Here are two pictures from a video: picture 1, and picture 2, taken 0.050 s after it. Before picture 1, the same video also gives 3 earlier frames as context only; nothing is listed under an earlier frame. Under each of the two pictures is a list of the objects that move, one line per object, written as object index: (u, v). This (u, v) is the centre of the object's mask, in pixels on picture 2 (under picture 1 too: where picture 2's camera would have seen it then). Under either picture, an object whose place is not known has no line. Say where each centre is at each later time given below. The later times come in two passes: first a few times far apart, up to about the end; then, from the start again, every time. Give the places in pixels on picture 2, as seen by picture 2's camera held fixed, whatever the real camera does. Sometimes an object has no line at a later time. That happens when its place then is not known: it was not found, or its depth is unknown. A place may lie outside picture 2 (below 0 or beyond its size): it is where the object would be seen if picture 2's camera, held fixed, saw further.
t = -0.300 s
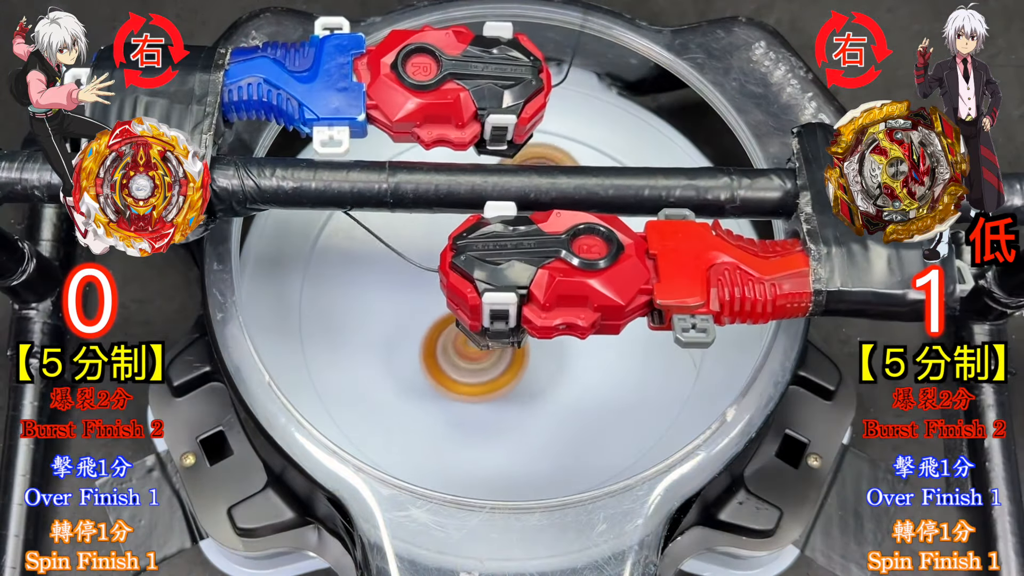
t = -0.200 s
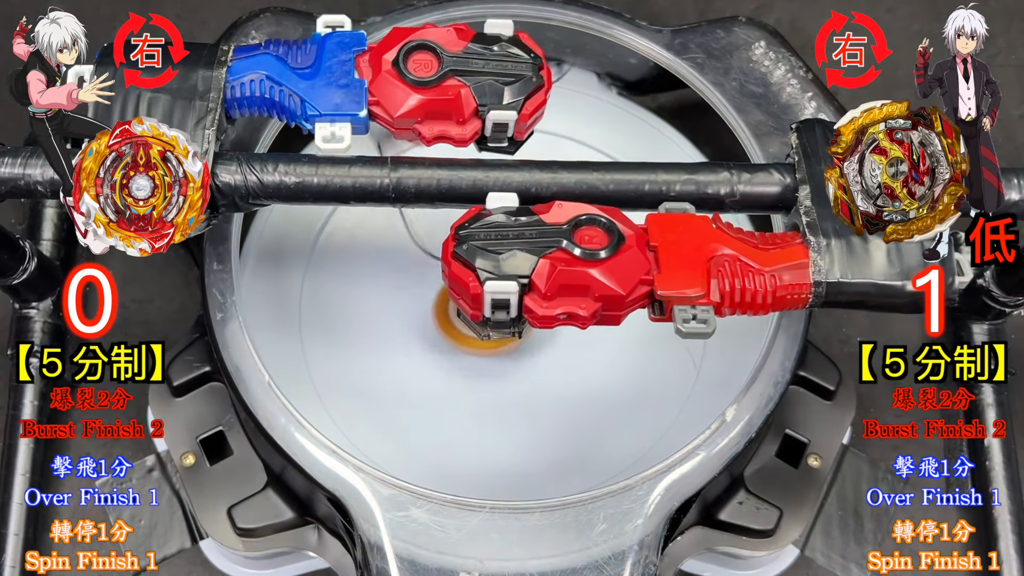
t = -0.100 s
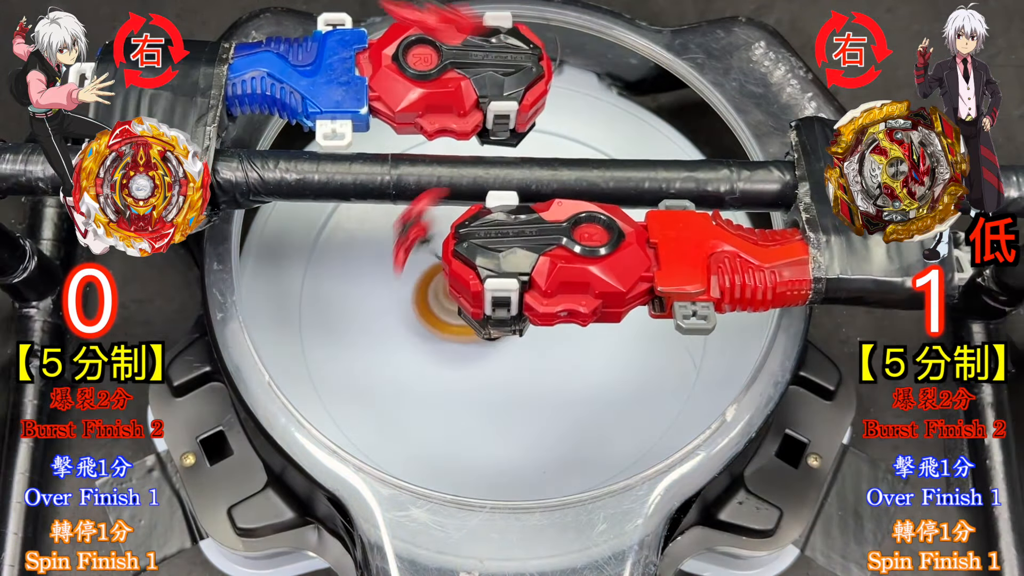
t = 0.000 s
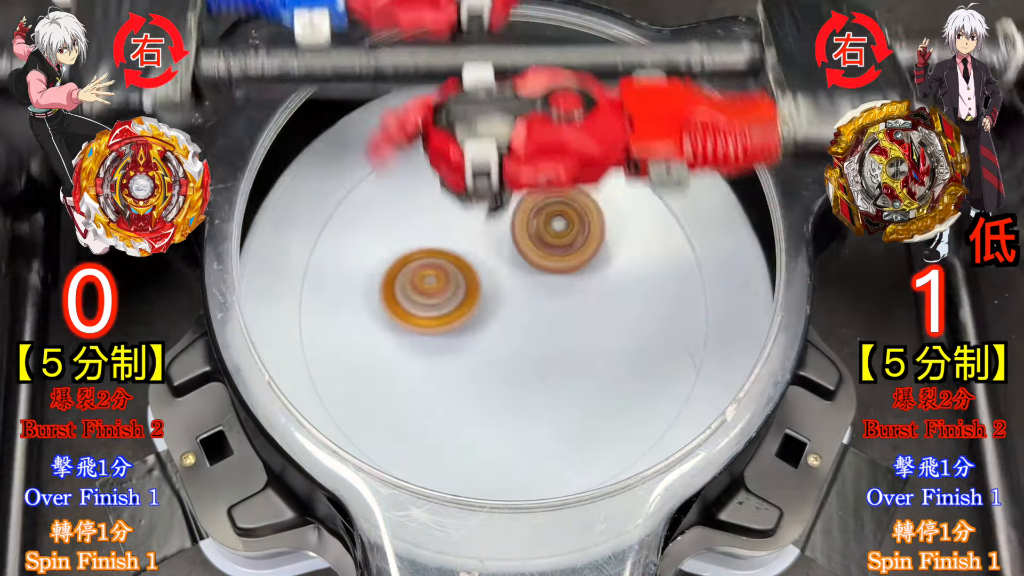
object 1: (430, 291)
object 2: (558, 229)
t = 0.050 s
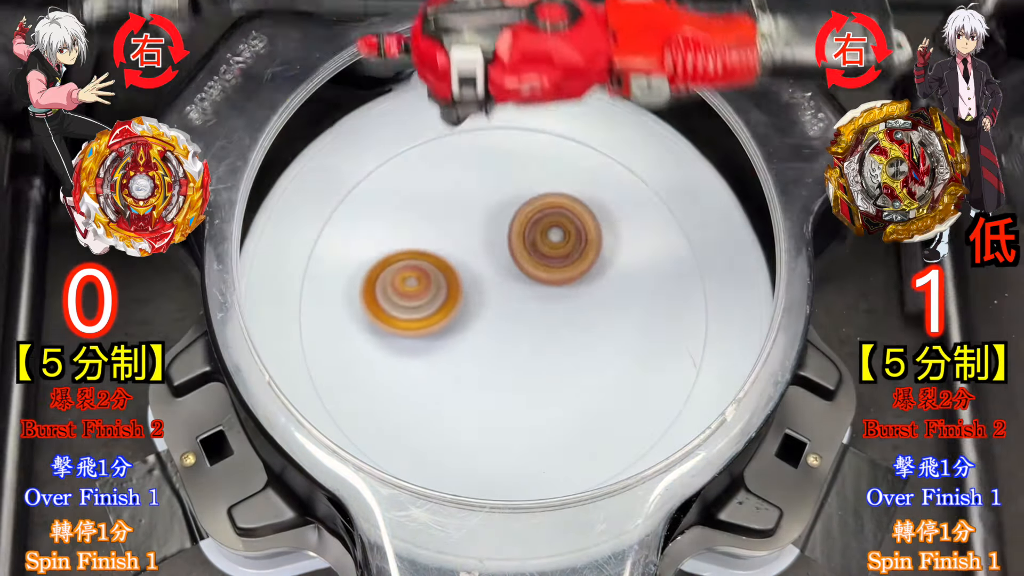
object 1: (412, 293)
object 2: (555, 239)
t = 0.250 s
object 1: (362, 343)
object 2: (544, 264)
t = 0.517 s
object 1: (440, 431)
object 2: (544, 264)
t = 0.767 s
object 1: (520, 346)
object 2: (552, 250)
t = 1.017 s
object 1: (421, 348)
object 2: (539, 129)
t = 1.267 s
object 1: (410, 371)
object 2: (432, 263)
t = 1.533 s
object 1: (481, 383)
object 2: (573, 321)
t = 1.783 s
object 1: (486, 263)
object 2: (638, 200)
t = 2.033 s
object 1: (375, 202)
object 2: (479, 181)
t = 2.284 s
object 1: (322, 336)
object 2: (483, 373)
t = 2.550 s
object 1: (507, 365)
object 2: (683, 363)
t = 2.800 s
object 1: (550, 166)
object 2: (654, 200)
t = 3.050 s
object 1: (350, 195)
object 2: (447, 228)
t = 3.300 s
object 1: (389, 397)
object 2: (470, 458)
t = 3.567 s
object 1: (628, 261)
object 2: (721, 301)
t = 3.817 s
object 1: (475, 132)
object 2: (625, 151)
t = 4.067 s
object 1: (304, 261)
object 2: (529, 238)
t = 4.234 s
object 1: (519, 347)
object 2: (629, 341)
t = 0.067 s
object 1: (405, 295)
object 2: (553, 242)
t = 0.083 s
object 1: (399, 297)
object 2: (553, 246)
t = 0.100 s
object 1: (393, 300)
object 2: (552, 249)
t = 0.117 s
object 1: (388, 303)
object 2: (551, 252)
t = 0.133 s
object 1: (383, 307)
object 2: (550, 254)
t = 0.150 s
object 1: (378, 311)
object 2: (550, 257)
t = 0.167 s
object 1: (374, 315)
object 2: (549, 259)
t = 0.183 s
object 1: (370, 320)
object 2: (548, 259)
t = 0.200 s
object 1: (367, 325)
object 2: (547, 261)
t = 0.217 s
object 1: (365, 330)
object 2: (546, 262)
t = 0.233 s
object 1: (363, 337)
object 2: (545, 263)
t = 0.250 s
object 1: (362, 343)
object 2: (544, 264)
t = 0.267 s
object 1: (361, 350)
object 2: (543, 265)
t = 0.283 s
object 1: (362, 357)
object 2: (543, 265)
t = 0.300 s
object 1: (363, 364)
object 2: (543, 265)
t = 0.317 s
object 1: (365, 371)
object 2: (542, 265)
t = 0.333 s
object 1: (367, 379)
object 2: (541, 266)
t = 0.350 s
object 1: (371, 386)
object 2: (541, 266)
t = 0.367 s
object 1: (375, 393)
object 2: (540, 266)
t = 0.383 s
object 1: (379, 400)
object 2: (539, 266)
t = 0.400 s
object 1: (385, 407)
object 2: (539, 266)
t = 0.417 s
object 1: (391, 413)
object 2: (539, 266)
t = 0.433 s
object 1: (398, 418)
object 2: (539, 266)
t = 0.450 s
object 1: (406, 422)
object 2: (540, 266)
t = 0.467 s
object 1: (415, 426)
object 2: (541, 265)
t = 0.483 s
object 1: (423, 428)
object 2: (541, 265)
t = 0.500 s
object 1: (431, 430)
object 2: (542, 265)
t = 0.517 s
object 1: (440, 431)
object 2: (544, 264)
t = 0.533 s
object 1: (449, 431)
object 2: (545, 263)
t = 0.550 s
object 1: (458, 430)
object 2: (546, 262)
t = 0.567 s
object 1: (467, 428)
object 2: (547, 261)
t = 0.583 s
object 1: (475, 425)
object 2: (548, 260)
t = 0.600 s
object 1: (482, 421)
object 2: (549, 259)
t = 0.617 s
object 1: (490, 416)
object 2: (550, 258)
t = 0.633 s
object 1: (497, 410)
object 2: (551, 256)
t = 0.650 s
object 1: (503, 404)
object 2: (552, 255)
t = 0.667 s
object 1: (508, 396)
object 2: (552, 253)
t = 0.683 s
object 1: (512, 389)
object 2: (552, 252)
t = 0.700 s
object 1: (515, 381)
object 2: (552, 251)
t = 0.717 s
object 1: (518, 373)
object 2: (553, 250)
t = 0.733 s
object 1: (519, 364)
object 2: (553, 250)
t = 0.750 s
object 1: (520, 355)
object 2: (552, 250)
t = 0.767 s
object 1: (520, 346)
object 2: (552, 250)
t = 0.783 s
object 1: (517, 339)
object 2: (553, 249)
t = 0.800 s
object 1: (507, 345)
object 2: (562, 233)
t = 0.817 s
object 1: (496, 349)
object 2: (570, 217)
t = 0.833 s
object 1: (486, 352)
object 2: (576, 203)
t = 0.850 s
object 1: (477, 354)
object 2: (580, 190)
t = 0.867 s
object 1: (469, 355)
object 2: (583, 178)
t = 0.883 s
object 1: (461, 355)
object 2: (583, 167)
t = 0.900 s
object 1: (454, 354)
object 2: (583, 157)
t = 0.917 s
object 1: (448, 354)
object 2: (581, 149)
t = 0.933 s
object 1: (442, 352)
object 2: (577, 143)
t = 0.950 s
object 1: (437, 352)
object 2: (572, 138)
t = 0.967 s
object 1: (433, 351)
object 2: (565, 133)
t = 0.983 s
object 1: (429, 350)
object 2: (558, 131)
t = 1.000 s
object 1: (425, 349)
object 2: (549, 129)
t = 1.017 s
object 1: (421, 348)
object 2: (539, 129)
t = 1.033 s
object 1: (419, 348)
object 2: (529, 131)
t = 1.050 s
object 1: (417, 347)
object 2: (518, 134)
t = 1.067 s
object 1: (415, 347)
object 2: (507, 140)
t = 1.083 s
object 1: (413, 347)
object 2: (496, 146)
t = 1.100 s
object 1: (412, 347)
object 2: (484, 154)
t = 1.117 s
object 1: (411, 348)
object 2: (474, 164)
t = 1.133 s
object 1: (411, 348)
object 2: (464, 174)
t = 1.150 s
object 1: (410, 348)
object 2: (455, 186)
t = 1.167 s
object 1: (410, 349)
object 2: (448, 198)
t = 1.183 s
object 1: (410, 349)
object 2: (440, 212)
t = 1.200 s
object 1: (410, 351)
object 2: (435, 226)
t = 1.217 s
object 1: (411, 352)
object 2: (430, 241)
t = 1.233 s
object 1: (412, 353)
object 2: (428, 256)
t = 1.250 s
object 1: (411, 361)
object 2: (429, 261)
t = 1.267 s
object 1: (410, 371)
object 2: (432, 263)
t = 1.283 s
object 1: (408, 381)
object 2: (436, 267)
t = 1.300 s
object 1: (409, 389)
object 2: (439, 270)
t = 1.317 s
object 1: (410, 395)
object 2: (444, 275)
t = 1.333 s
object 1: (412, 400)
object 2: (448, 279)
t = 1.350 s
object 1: (414, 404)
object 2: (455, 285)
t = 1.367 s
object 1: (418, 406)
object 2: (462, 290)
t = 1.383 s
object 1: (424, 408)
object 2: (471, 297)
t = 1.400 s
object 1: (429, 409)
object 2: (481, 302)
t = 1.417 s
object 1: (435, 409)
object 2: (491, 308)
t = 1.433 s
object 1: (442, 408)
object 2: (502, 312)
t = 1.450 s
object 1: (449, 406)
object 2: (513, 316)
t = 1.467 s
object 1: (455, 403)
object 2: (525, 319)
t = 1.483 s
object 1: (462, 399)
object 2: (537, 322)
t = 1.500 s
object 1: (469, 394)
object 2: (550, 322)
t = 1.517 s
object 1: (476, 389)
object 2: (561, 322)
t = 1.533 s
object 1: (481, 383)
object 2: (573, 321)
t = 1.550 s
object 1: (487, 376)
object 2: (584, 318)
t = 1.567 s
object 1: (491, 369)
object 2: (595, 315)
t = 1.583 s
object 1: (495, 362)
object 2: (604, 309)
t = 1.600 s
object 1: (499, 355)
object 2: (613, 303)
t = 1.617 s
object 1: (500, 347)
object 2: (622, 296)
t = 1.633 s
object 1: (502, 339)
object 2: (629, 289)
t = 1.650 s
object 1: (503, 330)
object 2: (635, 279)
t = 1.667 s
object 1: (503, 323)
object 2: (639, 271)
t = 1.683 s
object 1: (503, 315)
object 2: (643, 261)
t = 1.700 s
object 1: (502, 307)
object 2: (645, 251)
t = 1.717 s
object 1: (500, 298)
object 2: (647, 240)
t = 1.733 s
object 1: (498, 290)
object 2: (646, 231)
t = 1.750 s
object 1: (495, 281)
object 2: (645, 220)
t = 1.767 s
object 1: (490, 272)
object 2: (642, 211)
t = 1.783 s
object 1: (486, 263)
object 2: (638, 200)
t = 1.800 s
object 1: (481, 255)
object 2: (632, 192)
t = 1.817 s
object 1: (476, 247)
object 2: (626, 183)
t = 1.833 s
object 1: (469, 239)
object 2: (618, 176)
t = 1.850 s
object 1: (463, 232)
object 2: (609, 169)
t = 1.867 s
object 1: (455, 226)
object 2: (599, 163)
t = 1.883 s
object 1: (448, 220)
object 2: (588, 158)
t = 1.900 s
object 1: (440, 214)
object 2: (577, 155)
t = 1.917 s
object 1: (432, 209)
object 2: (564, 153)
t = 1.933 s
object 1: (425, 206)
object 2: (552, 153)
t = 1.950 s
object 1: (416, 203)
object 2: (538, 153)
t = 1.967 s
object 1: (408, 201)
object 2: (526, 156)
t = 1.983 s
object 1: (400, 200)
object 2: (512, 160)
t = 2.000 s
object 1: (391, 200)
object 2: (501, 166)
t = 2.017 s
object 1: (383, 201)
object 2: (489, 173)
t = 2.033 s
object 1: (375, 202)
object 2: (479, 181)
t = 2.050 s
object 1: (367, 205)
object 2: (469, 190)
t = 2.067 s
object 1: (359, 209)
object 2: (461, 201)
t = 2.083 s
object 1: (350, 213)
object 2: (455, 213)
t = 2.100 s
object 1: (341, 218)
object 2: (451, 225)
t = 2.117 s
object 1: (332, 225)
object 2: (447, 239)
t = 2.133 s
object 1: (323, 232)
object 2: (445, 252)
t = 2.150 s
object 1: (315, 241)
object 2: (443, 267)
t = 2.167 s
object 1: (312, 251)
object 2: (444, 282)
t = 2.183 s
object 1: (311, 263)
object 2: (445, 297)
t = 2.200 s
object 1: (310, 276)
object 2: (449, 311)
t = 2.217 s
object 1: (311, 289)
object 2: (453, 325)
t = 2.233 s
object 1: (312, 300)
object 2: (458, 338)
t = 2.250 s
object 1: (315, 313)
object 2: (466, 351)
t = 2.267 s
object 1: (318, 325)
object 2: (474, 362)
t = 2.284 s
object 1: (322, 336)
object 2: (483, 373)
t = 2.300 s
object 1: (329, 345)
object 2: (494, 383)
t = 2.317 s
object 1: (336, 355)
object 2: (506, 391)
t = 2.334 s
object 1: (344, 363)
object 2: (518, 398)
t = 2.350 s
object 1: (354, 370)
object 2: (531, 404)
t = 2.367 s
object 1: (365, 377)
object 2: (545, 409)
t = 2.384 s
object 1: (376, 382)
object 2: (559, 410)
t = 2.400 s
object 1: (389, 385)
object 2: (573, 412)
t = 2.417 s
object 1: (401, 388)
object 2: (587, 412)
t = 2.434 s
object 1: (414, 389)
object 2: (602, 410)
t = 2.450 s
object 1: (427, 390)
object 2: (615, 407)
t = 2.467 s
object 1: (441, 389)
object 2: (630, 402)
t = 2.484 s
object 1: (454, 387)
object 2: (642, 397)
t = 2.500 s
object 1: (467, 384)
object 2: (654, 389)
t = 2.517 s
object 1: (480, 379)
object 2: (665, 382)
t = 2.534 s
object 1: (493, 373)
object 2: (674, 373)
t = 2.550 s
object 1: (507, 365)
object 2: (683, 363)
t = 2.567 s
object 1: (519, 356)
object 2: (689, 352)
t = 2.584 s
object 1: (531, 346)
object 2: (695, 340)
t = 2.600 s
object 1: (541, 334)
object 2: (698, 329)
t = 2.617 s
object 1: (551, 322)
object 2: (700, 317)
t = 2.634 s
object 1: (559, 309)
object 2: (701, 305)
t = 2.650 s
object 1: (566, 295)
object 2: (700, 293)
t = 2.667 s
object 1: (573, 281)
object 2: (697, 280)
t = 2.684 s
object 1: (577, 266)
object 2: (694, 268)
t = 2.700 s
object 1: (580, 253)
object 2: (688, 257)
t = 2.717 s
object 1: (582, 239)
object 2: (682, 245)
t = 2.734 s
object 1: (581, 225)
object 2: (677, 235)
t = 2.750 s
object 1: (575, 209)
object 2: (674, 225)
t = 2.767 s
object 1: (568, 195)
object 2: (669, 216)
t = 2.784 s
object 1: (560, 180)
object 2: (662, 208)
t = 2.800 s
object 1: (550, 166)
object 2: (654, 200)
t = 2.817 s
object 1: (539, 154)
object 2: (645, 194)
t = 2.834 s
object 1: (527, 141)
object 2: (633, 188)
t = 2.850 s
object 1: (513, 131)
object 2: (621, 183)
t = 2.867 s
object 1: (499, 121)
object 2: (608, 180)
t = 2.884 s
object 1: (485, 115)
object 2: (594, 176)
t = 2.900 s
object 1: (471, 118)
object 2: (579, 175)
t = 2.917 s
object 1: (457, 124)
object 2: (563, 175)
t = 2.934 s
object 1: (443, 133)
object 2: (549, 177)
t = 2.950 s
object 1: (429, 141)
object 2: (535, 181)
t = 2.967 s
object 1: (416, 149)
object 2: (518, 185)
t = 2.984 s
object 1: (403, 157)
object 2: (503, 191)
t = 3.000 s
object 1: (389, 166)
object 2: (488, 198)
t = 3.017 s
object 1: (376, 175)
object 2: (474, 206)
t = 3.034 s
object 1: (363, 185)
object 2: (461, 216)
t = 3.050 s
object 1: (350, 195)
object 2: (447, 228)
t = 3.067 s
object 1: (337, 205)
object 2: (436, 240)
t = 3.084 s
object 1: (327, 217)
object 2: (427, 253)
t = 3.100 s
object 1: (321, 233)
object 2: (417, 268)
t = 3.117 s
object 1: (314, 246)
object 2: (413, 284)
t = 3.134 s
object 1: (310, 261)
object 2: (410, 302)
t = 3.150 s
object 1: (309, 277)
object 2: (408, 320)
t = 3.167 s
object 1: (309, 292)
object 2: (408, 338)
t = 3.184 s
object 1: (312, 307)
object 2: (409, 357)
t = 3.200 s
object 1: (315, 322)
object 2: (412, 374)
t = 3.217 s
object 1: (322, 337)
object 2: (417, 392)
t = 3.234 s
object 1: (330, 351)
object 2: (424, 410)
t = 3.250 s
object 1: (342, 365)
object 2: (432, 425)
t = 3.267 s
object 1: (356, 378)
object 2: (443, 440)
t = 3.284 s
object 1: (372, 389)
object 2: (455, 450)
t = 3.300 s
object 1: (389, 397)
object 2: (470, 458)
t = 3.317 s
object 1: (407, 403)
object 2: (487, 465)
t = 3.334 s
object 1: (426, 407)
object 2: (503, 487)
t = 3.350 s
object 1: (447, 409)
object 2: (523, 479)
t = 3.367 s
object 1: (467, 409)
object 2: (544, 464)
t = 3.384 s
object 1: (488, 407)
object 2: (565, 459)
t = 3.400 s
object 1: (508, 403)
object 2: (585, 455)
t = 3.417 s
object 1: (528, 396)
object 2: (604, 447)
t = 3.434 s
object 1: (546, 388)
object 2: (623, 438)
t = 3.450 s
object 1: (563, 376)
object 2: (640, 426)
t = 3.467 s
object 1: (578, 364)
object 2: (657, 411)
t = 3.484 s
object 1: (591, 349)
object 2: (674, 393)
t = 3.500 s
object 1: (602, 333)
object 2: (688, 375)
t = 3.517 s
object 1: (612, 316)
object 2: (699, 356)
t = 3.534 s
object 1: (619, 298)
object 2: (708, 337)
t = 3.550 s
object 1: (625, 279)
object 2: (716, 319)
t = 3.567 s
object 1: (628, 261)
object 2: (721, 301)
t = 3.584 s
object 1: (629, 242)
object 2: (725, 284)
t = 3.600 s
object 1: (629, 225)
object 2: (728, 267)
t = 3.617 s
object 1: (627, 206)
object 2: (729, 252)
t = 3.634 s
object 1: (623, 189)
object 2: (728, 238)
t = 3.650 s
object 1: (618, 172)
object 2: (725, 225)
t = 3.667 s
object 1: (612, 156)
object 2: (721, 212)
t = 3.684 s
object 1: (604, 140)
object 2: (716, 201)
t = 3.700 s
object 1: (591, 133)
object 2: (710, 191)
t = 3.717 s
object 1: (575, 131)
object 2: (700, 182)
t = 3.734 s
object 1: (558, 130)
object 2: (691, 174)
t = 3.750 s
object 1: (542, 131)
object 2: (680, 167)
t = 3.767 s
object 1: (525, 129)
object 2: (669, 162)
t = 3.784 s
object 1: (508, 131)
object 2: (655, 158)
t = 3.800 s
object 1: (491, 131)
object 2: (641, 153)
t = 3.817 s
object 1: (475, 132)
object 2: (625, 151)
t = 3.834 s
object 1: (459, 133)
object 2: (610, 151)
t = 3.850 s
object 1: (443, 134)
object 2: (592, 150)
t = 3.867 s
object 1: (428, 137)
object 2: (575, 149)
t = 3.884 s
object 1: (413, 140)
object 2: (557, 150)
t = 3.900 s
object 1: (400, 146)
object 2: (539, 153)
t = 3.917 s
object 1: (388, 154)
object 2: (519, 157)
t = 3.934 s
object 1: (378, 164)
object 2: (502, 161)
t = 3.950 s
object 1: (368, 174)
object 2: (483, 168)
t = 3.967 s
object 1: (360, 185)
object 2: (466, 175)
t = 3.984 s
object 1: (347, 198)
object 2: (455, 184)
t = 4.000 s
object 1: (314, 207)
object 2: (471, 193)
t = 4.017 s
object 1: (290, 222)
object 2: (487, 204)
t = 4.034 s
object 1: (276, 239)
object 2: (503, 216)
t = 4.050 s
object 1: (286, 249)
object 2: (516, 227)
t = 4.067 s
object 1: (304, 261)
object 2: (529, 238)
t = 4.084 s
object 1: (326, 275)
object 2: (543, 252)
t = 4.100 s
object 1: (350, 291)
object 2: (555, 263)
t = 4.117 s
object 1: (373, 301)
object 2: (566, 274)
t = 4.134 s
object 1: (396, 311)
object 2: (576, 285)
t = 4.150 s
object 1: (419, 321)
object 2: (584, 296)
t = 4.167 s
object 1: (443, 331)
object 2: (591, 306)
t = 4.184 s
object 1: (466, 339)
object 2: (597, 315)
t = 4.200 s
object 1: (487, 344)
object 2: (602, 324)
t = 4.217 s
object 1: (509, 348)
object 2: (608, 333)
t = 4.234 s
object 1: (519, 347)
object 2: (629, 341)
